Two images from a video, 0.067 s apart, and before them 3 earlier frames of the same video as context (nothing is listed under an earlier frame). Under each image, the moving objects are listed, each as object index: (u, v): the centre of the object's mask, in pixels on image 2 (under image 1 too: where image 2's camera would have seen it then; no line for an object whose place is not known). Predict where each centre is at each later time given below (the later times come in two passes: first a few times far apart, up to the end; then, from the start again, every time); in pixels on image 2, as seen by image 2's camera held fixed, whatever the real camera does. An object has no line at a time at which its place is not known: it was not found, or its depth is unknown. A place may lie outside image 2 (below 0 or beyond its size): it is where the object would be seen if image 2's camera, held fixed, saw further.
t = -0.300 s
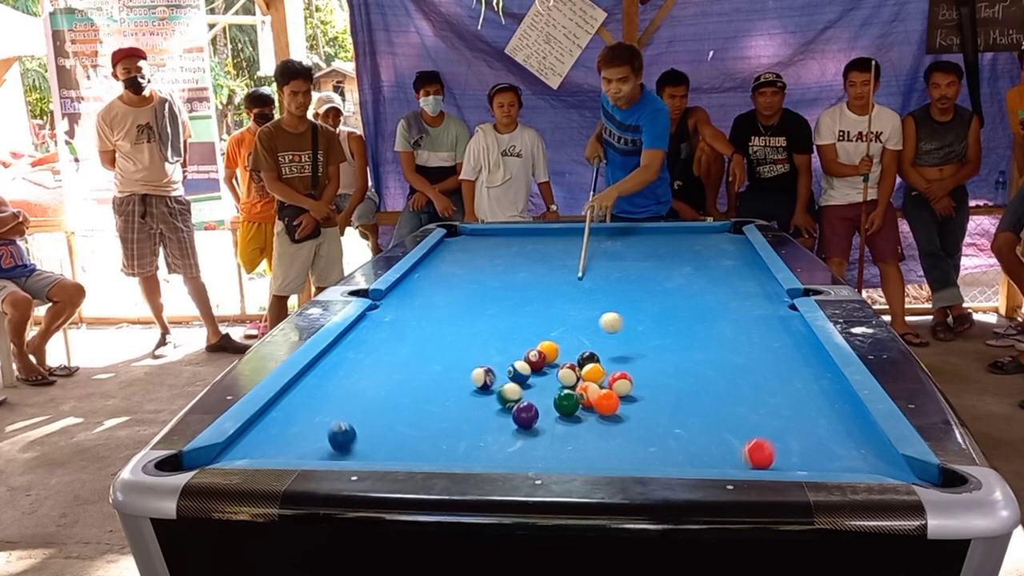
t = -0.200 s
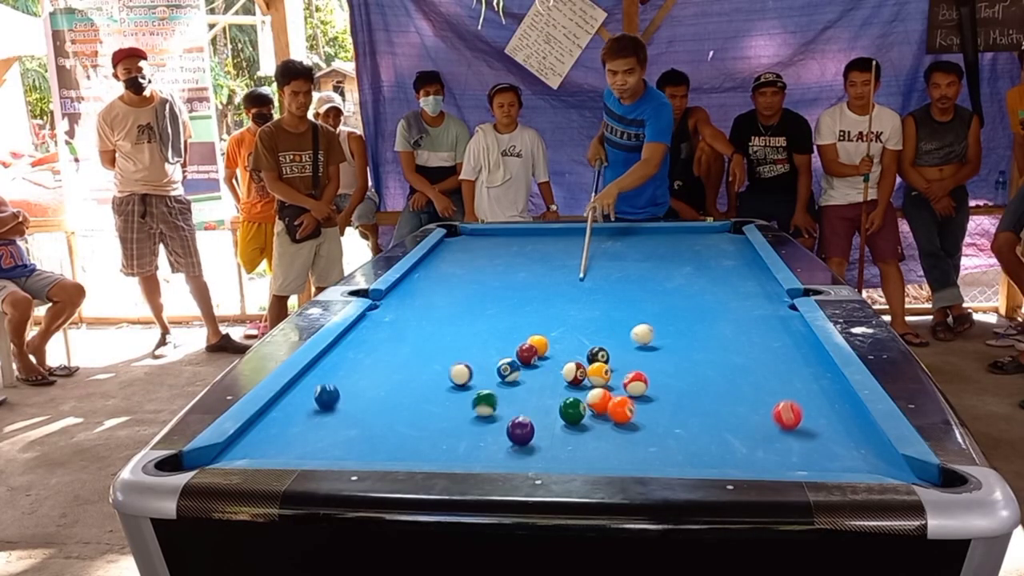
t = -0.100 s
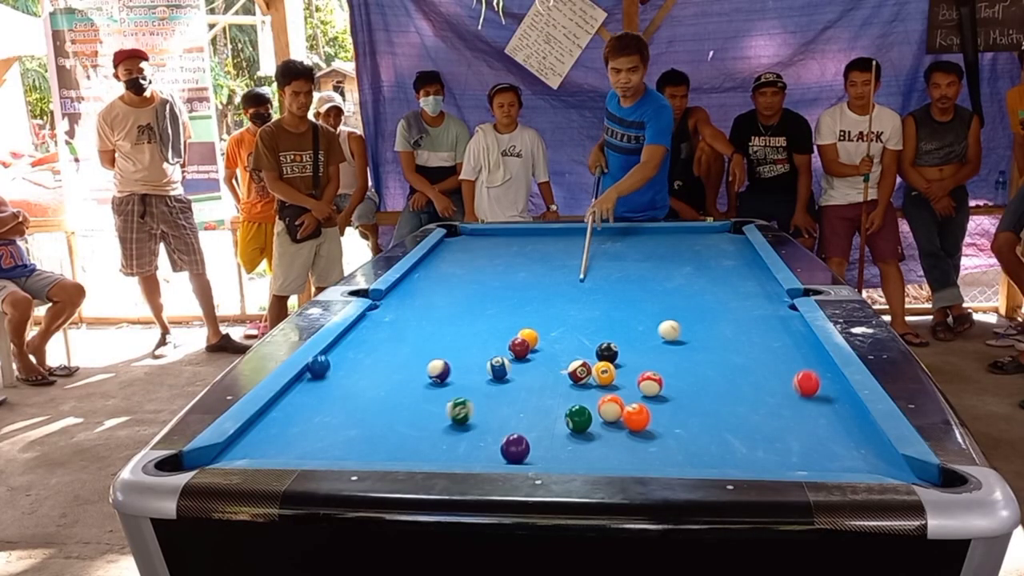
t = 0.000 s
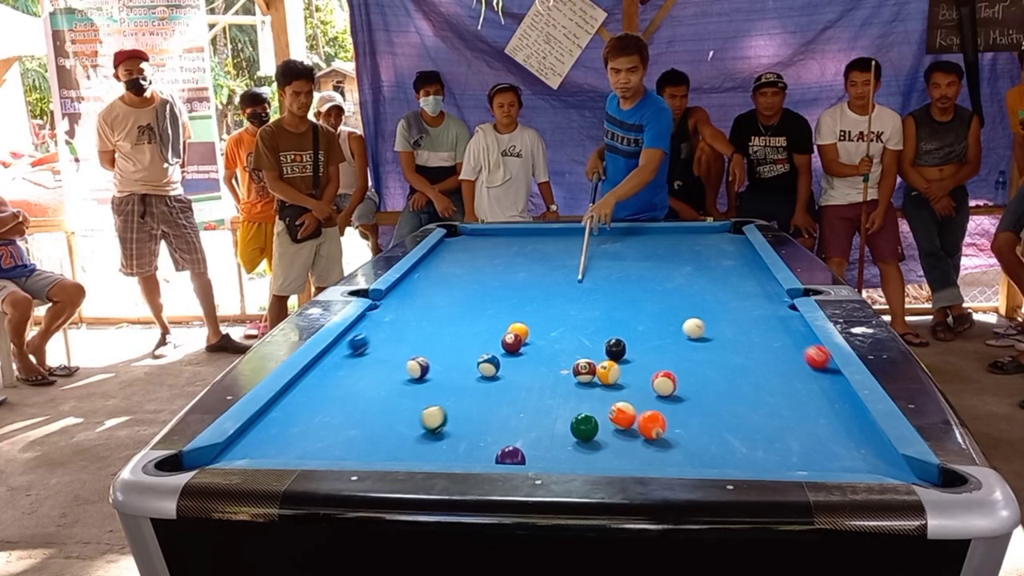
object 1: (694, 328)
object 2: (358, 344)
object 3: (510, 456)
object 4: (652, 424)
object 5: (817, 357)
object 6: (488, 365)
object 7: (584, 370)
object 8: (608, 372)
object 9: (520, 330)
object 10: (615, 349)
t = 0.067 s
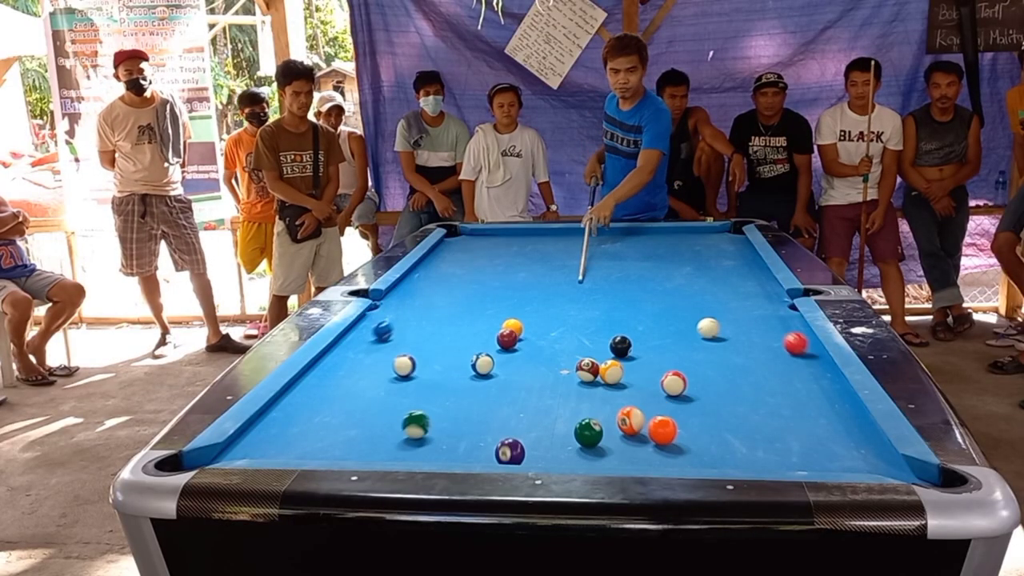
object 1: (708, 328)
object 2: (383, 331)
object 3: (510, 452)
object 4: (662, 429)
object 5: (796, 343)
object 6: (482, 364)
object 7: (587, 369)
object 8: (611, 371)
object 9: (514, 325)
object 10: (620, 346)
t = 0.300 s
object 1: (759, 329)
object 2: (452, 294)
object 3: (508, 429)
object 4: (701, 449)
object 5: (738, 304)
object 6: (462, 359)
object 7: (597, 367)
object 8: (620, 370)
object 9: (494, 313)
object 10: (638, 337)
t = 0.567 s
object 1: (790, 330)
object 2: (510, 263)
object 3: (507, 406)
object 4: (743, 460)
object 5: (690, 272)
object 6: (441, 354)
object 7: (605, 364)
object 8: (627, 368)
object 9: (474, 302)
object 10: (655, 328)
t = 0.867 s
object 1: (749, 330)
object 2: (558, 236)
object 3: (506, 384)
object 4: (763, 452)
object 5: (652, 245)
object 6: (421, 348)
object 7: (612, 362)
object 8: (633, 367)
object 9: (457, 291)
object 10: (673, 320)
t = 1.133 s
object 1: (715, 330)
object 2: (608, 238)
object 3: (506, 369)
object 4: (778, 441)
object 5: (623, 230)
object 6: (423, 347)
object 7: (615, 361)
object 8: (635, 367)
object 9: (443, 282)
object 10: (686, 313)
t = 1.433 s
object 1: (681, 331)
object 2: (677, 250)
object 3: (505, 354)
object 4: (791, 431)
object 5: (567, 242)
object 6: (433, 346)
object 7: (616, 361)
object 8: (635, 367)
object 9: (429, 273)
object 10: (700, 306)
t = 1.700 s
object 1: (653, 331)
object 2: (751, 264)
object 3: (504, 342)
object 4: (801, 424)
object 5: (512, 253)
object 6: (440, 346)
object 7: (615, 361)
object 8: (634, 367)
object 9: (419, 266)
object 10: (711, 301)
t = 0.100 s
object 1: (715, 328)
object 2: (393, 325)
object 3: (509, 449)
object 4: (668, 432)
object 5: (786, 336)
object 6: (479, 363)
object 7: (589, 369)
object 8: (613, 371)
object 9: (511, 324)
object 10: (623, 344)
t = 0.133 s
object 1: (722, 328)
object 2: (405, 319)
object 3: (509, 445)
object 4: (673, 435)
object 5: (777, 330)
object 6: (476, 362)
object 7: (590, 368)
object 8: (614, 371)
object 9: (508, 322)
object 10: (626, 343)
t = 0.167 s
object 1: (730, 328)
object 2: (415, 314)
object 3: (509, 442)
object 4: (679, 438)
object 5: (768, 325)
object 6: (473, 361)
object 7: (591, 368)
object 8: (615, 371)
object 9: (505, 320)
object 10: (628, 342)
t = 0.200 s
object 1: (737, 328)
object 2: (424, 308)
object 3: (509, 439)
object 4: (684, 440)
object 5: (761, 319)
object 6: (470, 360)
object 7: (593, 368)
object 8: (617, 370)
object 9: (502, 318)
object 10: (630, 341)
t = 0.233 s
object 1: (744, 328)
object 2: (434, 303)
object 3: (509, 435)
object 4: (690, 443)
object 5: (753, 312)
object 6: (467, 360)
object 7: (594, 367)
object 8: (618, 370)
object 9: (499, 316)
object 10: (633, 340)
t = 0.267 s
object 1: (751, 328)
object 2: (443, 298)
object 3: (508, 432)
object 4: (696, 446)
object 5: (745, 308)
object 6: (465, 359)
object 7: (595, 367)
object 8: (619, 370)
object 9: (497, 315)
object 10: (635, 338)
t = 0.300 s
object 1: (759, 329)
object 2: (452, 294)
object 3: (508, 429)
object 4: (701, 449)
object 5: (738, 304)
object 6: (462, 359)
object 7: (597, 367)
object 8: (620, 370)
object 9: (494, 313)
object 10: (638, 337)
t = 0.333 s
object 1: (766, 329)
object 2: (460, 289)
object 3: (508, 425)
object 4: (707, 452)
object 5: (731, 299)
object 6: (459, 358)
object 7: (598, 366)
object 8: (621, 370)
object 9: (492, 311)
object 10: (640, 336)
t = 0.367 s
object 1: (773, 329)
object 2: (468, 285)
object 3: (508, 422)
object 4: (713, 454)
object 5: (724, 295)
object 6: (456, 357)
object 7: (599, 366)
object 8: (622, 370)
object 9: (489, 309)
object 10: (642, 335)
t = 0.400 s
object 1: (780, 329)
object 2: (476, 281)
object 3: (508, 420)
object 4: (719, 456)
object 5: (718, 291)
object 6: (454, 357)
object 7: (600, 365)
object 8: (623, 369)
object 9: (486, 308)
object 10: (644, 334)
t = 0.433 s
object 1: (787, 329)
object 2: (483, 277)
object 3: (508, 417)
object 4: (725, 458)
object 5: (712, 287)
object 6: (452, 356)
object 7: (601, 365)
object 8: (624, 369)
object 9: (484, 307)
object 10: (647, 333)
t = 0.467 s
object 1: (794, 329)
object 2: (490, 273)
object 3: (508, 414)
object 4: (730, 459)
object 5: (706, 283)
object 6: (449, 355)
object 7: (602, 365)
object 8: (625, 369)
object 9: (481, 305)
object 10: (649, 331)
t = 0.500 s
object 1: (800, 329)
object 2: (497, 270)
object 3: (507, 411)
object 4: (736, 461)
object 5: (701, 279)
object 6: (446, 355)
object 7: (603, 365)
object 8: (626, 369)
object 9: (479, 304)
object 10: (651, 330)
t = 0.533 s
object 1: (795, 330)
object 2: (503, 266)
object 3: (507, 408)
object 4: (740, 461)
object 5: (695, 275)
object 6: (444, 354)
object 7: (604, 365)
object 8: (626, 369)
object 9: (477, 303)
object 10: (653, 329)
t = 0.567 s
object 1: (790, 330)
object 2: (510, 263)
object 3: (507, 406)
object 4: (743, 460)
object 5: (690, 272)
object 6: (441, 354)
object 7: (605, 364)
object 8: (627, 368)
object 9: (474, 302)
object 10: (655, 328)
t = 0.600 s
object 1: (786, 330)
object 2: (516, 259)
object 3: (507, 403)
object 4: (745, 459)
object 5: (685, 268)
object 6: (439, 353)
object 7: (606, 364)
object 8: (628, 368)
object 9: (473, 300)
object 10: (657, 327)
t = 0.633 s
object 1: (781, 330)
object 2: (522, 256)
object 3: (507, 401)
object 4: (748, 459)
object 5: (681, 265)
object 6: (437, 353)
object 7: (607, 364)
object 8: (629, 368)
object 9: (470, 299)
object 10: (660, 326)
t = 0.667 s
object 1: (776, 330)
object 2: (528, 253)
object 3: (507, 398)
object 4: (750, 458)
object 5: (676, 262)
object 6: (435, 352)
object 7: (608, 364)
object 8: (630, 368)
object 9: (468, 298)
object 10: (661, 325)
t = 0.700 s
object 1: (772, 330)
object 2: (533, 250)
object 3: (507, 396)
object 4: (752, 457)
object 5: (672, 259)
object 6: (432, 352)
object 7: (608, 363)
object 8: (630, 368)
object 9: (466, 296)
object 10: (663, 324)
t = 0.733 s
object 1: (767, 330)
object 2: (539, 247)
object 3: (507, 393)
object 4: (754, 456)
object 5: (668, 256)
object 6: (430, 351)
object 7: (609, 363)
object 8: (631, 368)
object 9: (464, 295)
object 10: (665, 323)
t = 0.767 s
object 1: (763, 330)
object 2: (544, 244)
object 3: (506, 391)
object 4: (756, 455)
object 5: (664, 253)
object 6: (428, 350)
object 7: (610, 363)
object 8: (632, 368)
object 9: (462, 294)
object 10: (667, 322)
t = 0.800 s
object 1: (758, 330)
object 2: (549, 242)
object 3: (506, 389)
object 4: (759, 454)
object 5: (660, 250)
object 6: (426, 350)
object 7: (611, 363)
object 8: (632, 367)
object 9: (460, 293)
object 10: (669, 321)
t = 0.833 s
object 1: (753, 330)
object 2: (554, 239)
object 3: (506, 387)
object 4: (761, 453)
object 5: (656, 248)
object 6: (423, 349)
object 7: (611, 363)
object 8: (632, 367)
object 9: (458, 292)
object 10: (671, 321)
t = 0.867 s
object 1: (749, 330)
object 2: (558, 236)
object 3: (506, 384)
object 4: (763, 452)
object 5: (652, 245)
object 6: (421, 348)
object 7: (612, 362)
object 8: (633, 367)
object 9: (457, 291)
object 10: (673, 320)
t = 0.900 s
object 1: (745, 330)
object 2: (563, 234)
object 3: (506, 382)
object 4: (765, 450)
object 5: (648, 243)
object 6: (419, 348)
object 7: (612, 362)
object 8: (634, 367)
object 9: (455, 290)
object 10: (675, 319)
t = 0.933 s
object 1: (741, 330)
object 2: (568, 231)
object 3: (506, 380)
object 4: (766, 449)
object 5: (645, 240)
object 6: (417, 348)
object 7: (613, 362)
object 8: (634, 367)
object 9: (453, 289)
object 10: (676, 318)
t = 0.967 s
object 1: (736, 330)
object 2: (573, 231)
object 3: (506, 378)
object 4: (768, 448)
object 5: (641, 238)
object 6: (415, 348)
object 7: (613, 362)
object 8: (634, 367)
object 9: (451, 287)
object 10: (678, 317)
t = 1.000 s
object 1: (732, 330)
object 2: (579, 232)
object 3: (506, 376)
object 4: (770, 446)
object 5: (638, 236)
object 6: (417, 347)
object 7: (614, 362)
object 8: (635, 367)
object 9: (449, 286)
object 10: (680, 316)
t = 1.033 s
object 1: (728, 330)
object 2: (587, 235)
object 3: (506, 374)
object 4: (772, 445)
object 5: (635, 234)
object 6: (418, 347)
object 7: (614, 362)
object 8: (635, 367)
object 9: (448, 285)
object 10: (681, 315)
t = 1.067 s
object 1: (723, 330)
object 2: (594, 235)
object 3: (506, 372)
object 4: (774, 444)
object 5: (632, 232)
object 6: (420, 347)
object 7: (615, 362)
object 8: (635, 367)
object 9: (446, 284)
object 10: (683, 314)
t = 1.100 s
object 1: (719, 330)
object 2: (601, 236)
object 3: (506, 370)
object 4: (776, 442)
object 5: (628, 230)
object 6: (421, 347)
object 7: (615, 362)
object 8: (635, 367)
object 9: (444, 283)
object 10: (685, 313)
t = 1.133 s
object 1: (715, 330)
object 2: (608, 238)
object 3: (506, 369)
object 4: (778, 441)
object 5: (623, 230)
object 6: (423, 347)
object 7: (615, 361)
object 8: (635, 367)
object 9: (443, 282)
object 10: (686, 313)
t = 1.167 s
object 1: (711, 330)
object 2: (616, 238)
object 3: (505, 367)
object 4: (779, 440)
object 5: (618, 229)
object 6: (424, 347)
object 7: (615, 361)
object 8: (635, 367)
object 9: (441, 281)
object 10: (688, 312)
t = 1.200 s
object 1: (707, 330)
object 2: (623, 240)
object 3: (505, 365)
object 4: (781, 438)
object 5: (610, 233)
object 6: (425, 347)
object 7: (616, 361)
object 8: (635, 367)
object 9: (440, 280)
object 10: (690, 311)
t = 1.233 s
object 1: (704, 330)
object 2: (629, 242)
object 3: (505, 363)
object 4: (783, 437)
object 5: (604, 234)
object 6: (426, 346)
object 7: (616, 361)
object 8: (635, 367)
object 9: (438, 279)
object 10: (691, 311)
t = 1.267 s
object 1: (699, 331)
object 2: (638, 243)
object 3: (505, 362)
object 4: (784, 436)
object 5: (598, 235)
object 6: (428, 346)
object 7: (616, 361)
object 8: (635, 367)
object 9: (436, 278)
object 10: (693, 310)
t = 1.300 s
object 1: (696, 331)
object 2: (646, 244)
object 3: (505, 360)
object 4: (786, 435)
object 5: (592, 236)
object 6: (429, 346)
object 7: (616, 361)
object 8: (635, 367)
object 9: (435, 277)
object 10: (694, 309)
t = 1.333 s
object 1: (692, 331)
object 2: (653, 245)
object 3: (505, 358)
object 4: (787, 434)
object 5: (586, 238)
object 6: (430, 346)
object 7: (616, 361)
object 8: (635, 367)
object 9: (434, 276)
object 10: (696, 308)
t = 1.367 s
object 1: (688, 331)
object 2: (662, 247)
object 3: (505, 357)
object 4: (788, 433)
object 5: (580, 239)
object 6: (431, 346)
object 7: (616, 361)
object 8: (635, 367)
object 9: (432, 275)
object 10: (697, 307)
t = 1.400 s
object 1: (684, 331)
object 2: (670, 248)
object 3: (505, 355)
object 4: (790, 432)
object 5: (573, 240)
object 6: (432, 346)
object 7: (616, 361)
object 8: (635, 367)
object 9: (430, 274)
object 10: (699, 307)
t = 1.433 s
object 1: (681, 331)
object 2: (677, 250)
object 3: (505, 354)
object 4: (791, 431)
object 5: (567, 242)
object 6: (433, 346)
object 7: (616, 361)
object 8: (635, 367)
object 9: (429, 273)
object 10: (700, 306)
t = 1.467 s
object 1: (677, 331)
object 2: (687, 252)
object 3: (505, 352)
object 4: (792, 430)
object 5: (560, 243)
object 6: (434, 346)
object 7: (616, 361)
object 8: (634, 367)
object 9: (428, 272)
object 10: (702, 305)
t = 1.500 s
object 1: (673, 331)
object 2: (695, 253)
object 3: (505, 350)
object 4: (793, 429)
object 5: (553, 244)
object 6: (435, 346)
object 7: (616, 361)
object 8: (634, 367)
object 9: (426, 271)
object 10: (703, 305)
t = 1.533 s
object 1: (670, 331)
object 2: (704, 254)
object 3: (505, 349)
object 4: (795, 428)
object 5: (546, 246)
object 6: (436, 346)
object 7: (616, 361)
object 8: (634, 367)
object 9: (425, 270)
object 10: (704, 304)
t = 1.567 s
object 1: (666, 331)
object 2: (712, 256)
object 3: (504, 347)
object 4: (796, 427)
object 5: (540, 247)
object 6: (437, 346)
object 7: (616, 361)
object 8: (634, 367)
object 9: (423, 270)
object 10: (706, 304)
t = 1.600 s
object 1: (662, 331)
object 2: (722, 258)
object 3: (504, 346)
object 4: (797, 426)
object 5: (533, 248)
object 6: (438, 346)
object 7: (616, 361)
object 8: (634, 367)
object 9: (422, 269)
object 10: (707, 303)
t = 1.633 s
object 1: (659, 331)
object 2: (731, 259)
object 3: (504, 345)
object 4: (798, 425)
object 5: (526, 250)
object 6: (439, 346)
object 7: (616, 361)
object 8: (634, 367)
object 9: (421, 268)
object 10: (708, 302)
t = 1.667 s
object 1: (656, 331)
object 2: (740, 261)
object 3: (504, 344)
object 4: (800, 424)
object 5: (519, 251)
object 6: (439, 345)
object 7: (616, 361)
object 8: (634, 367)
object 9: (419, 267)
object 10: (709, 302)
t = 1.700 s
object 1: (653, 331)
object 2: (751, 264)
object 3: (504, 342)
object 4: (801, 424)
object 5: (512, 253)
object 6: (440, 346)
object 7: (615, 361)
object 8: (634, 367)
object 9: (419, 266)
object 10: (711, 301)
